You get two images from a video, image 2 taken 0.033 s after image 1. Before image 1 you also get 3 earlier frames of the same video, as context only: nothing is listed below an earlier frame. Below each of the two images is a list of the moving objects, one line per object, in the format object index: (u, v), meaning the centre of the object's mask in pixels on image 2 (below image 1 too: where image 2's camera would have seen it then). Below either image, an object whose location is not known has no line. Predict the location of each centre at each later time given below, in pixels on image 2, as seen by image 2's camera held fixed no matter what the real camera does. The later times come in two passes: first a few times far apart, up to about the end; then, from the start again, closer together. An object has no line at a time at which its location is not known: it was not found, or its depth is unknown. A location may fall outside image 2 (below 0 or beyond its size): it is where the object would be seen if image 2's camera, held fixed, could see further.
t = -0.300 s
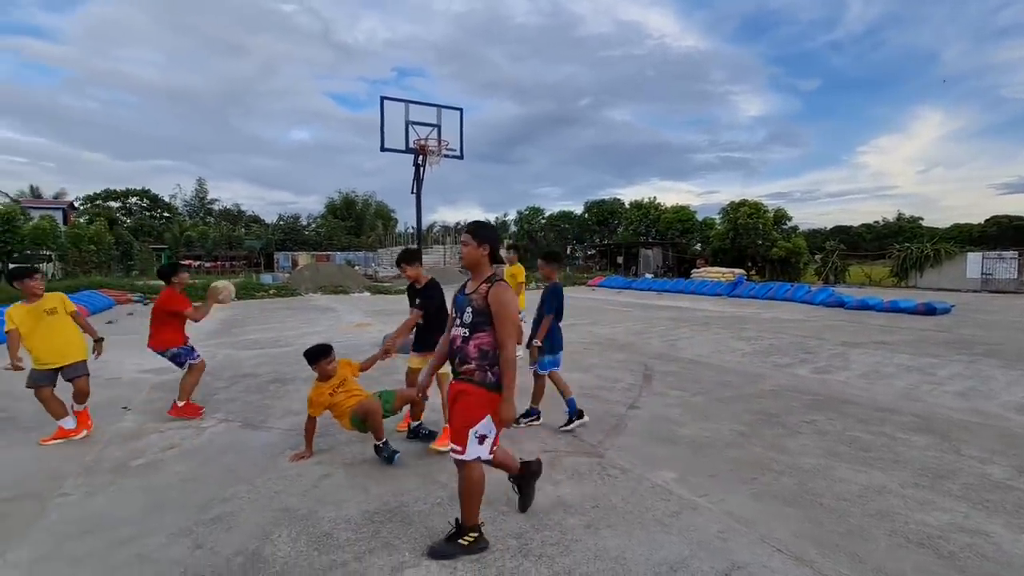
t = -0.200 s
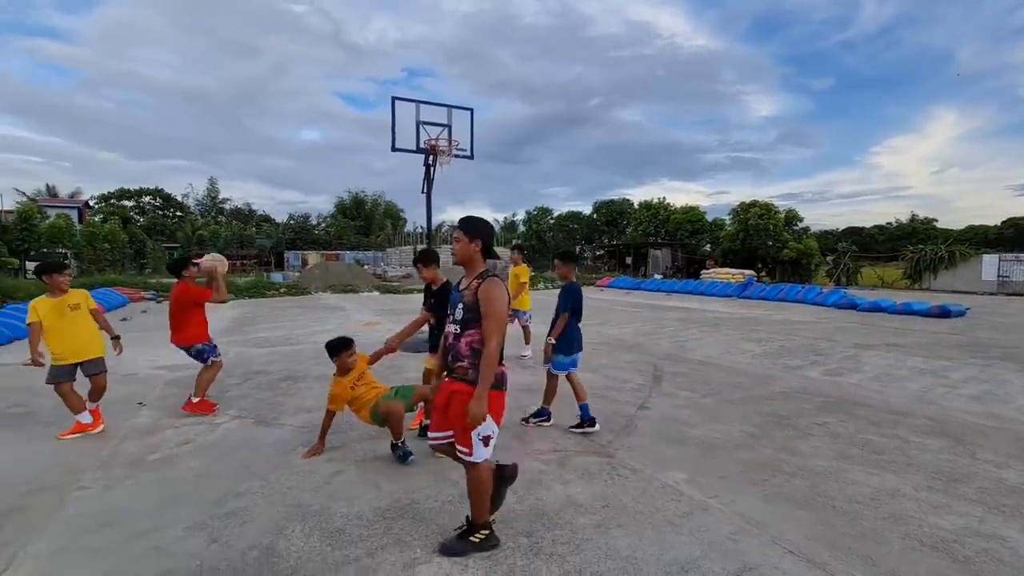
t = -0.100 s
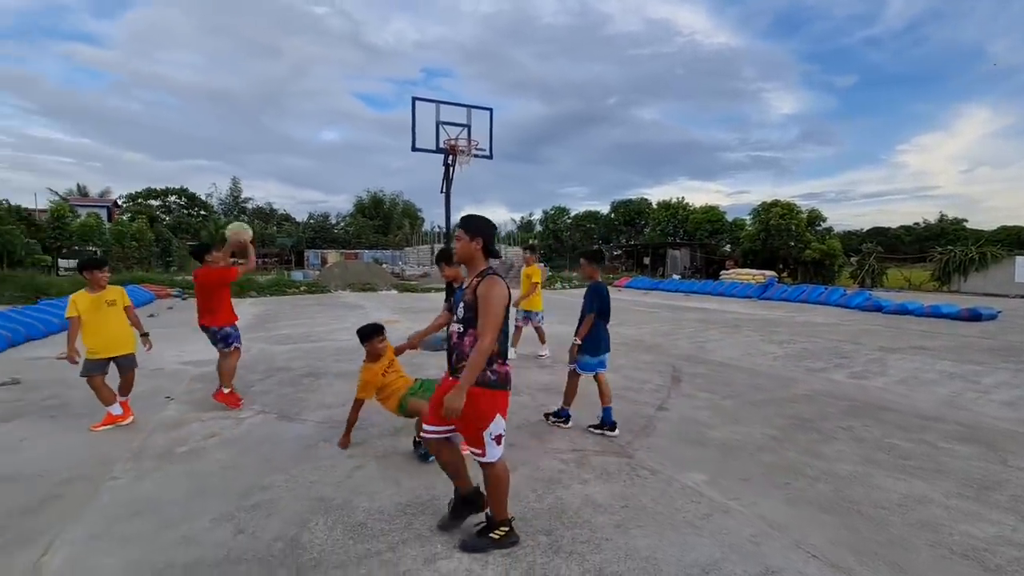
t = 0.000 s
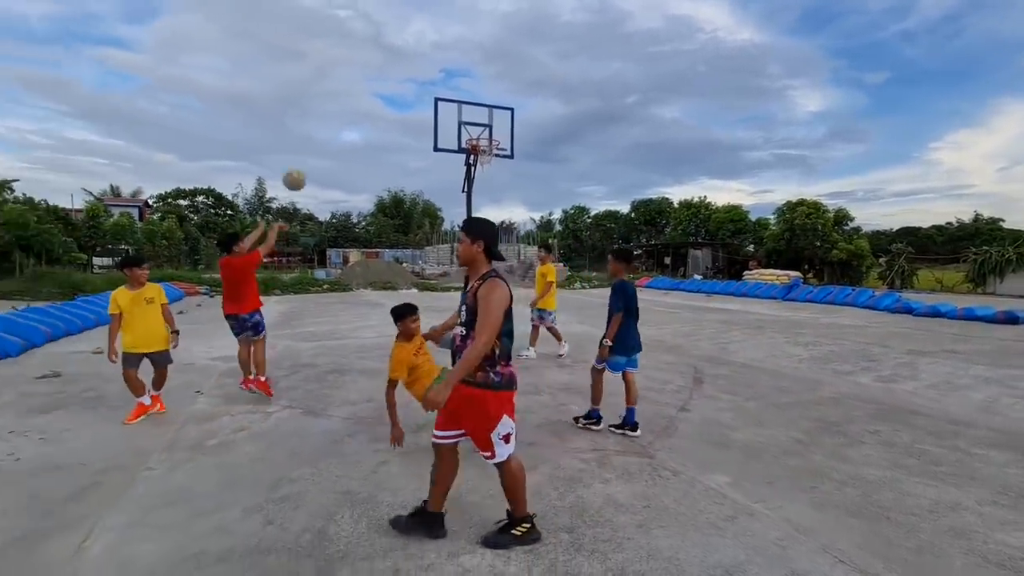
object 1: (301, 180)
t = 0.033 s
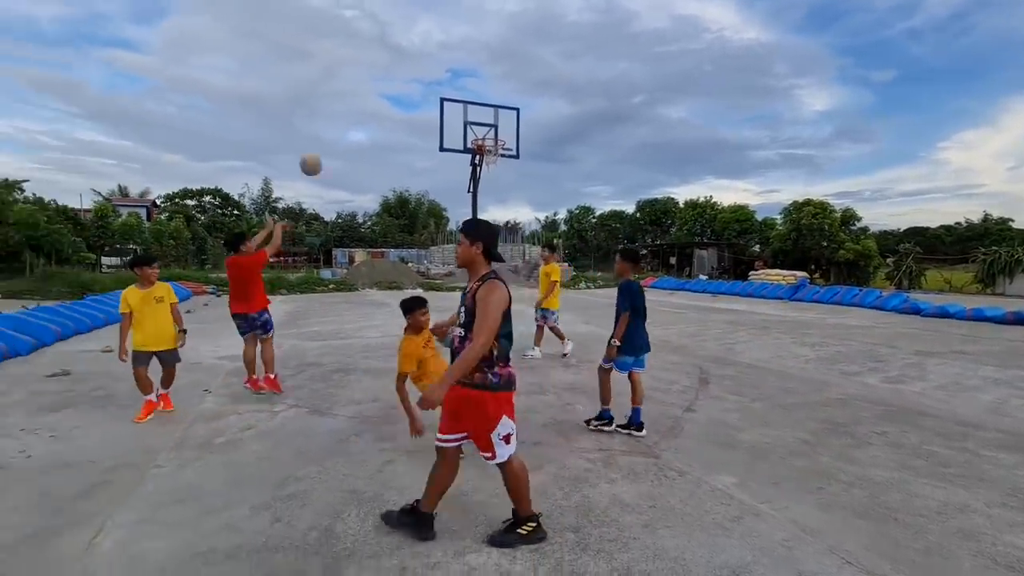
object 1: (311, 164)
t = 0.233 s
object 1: (365, 103)
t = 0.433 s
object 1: (409, 81)
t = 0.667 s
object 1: (453, 95)
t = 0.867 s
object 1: (487, 135)
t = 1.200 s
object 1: (479, 131)
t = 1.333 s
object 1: (469, 141)
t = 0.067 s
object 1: (320, 151)
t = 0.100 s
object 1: (330, 139)
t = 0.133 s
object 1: (338, 128)
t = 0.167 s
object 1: (348, 119)
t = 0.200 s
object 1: (356, 111)
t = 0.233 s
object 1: (365, 103)
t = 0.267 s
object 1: (373, 97)
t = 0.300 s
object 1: (381, 92)
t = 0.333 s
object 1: (388, 88)
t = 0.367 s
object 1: (396, 85)
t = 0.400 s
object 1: (403, 83)
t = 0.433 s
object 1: (409, 81)
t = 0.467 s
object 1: (416, 81)
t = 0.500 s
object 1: (423, 81)
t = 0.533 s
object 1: (429, 83)
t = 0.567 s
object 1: (435, 85)
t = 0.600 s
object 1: (441, 88)
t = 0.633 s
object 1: (447, 91)
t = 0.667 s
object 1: (453, 95)
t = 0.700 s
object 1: (460, 101)
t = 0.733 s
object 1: (465, 107)
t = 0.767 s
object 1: (470, 113)
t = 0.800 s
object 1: (476, 119)
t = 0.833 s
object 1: (481, 128)
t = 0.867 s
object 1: (487, 135)
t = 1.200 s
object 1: (479, 131)
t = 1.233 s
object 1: (477, 132)
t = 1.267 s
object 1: (474, 133)
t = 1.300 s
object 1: (472, 137)
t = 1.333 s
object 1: (469, 141)
